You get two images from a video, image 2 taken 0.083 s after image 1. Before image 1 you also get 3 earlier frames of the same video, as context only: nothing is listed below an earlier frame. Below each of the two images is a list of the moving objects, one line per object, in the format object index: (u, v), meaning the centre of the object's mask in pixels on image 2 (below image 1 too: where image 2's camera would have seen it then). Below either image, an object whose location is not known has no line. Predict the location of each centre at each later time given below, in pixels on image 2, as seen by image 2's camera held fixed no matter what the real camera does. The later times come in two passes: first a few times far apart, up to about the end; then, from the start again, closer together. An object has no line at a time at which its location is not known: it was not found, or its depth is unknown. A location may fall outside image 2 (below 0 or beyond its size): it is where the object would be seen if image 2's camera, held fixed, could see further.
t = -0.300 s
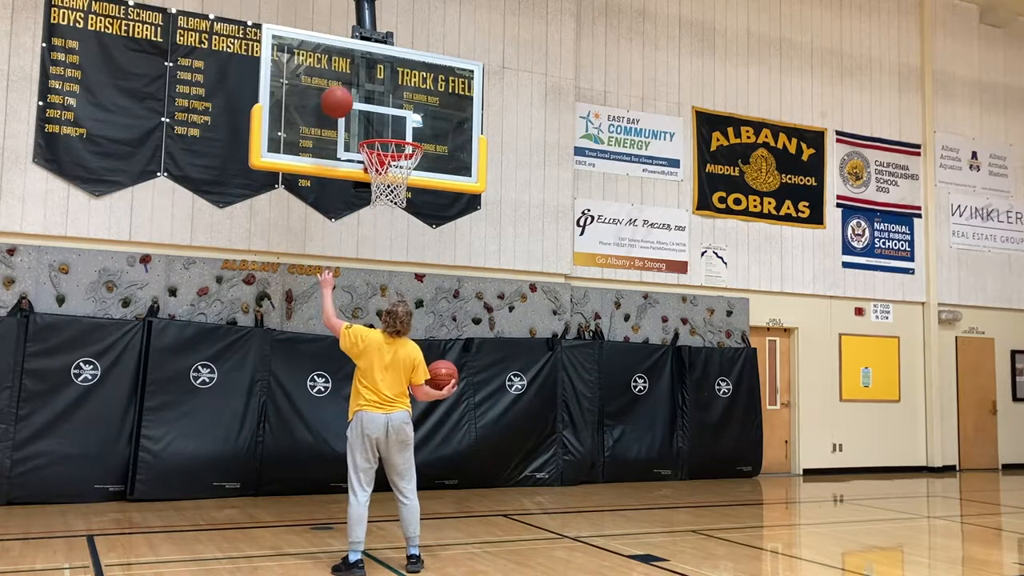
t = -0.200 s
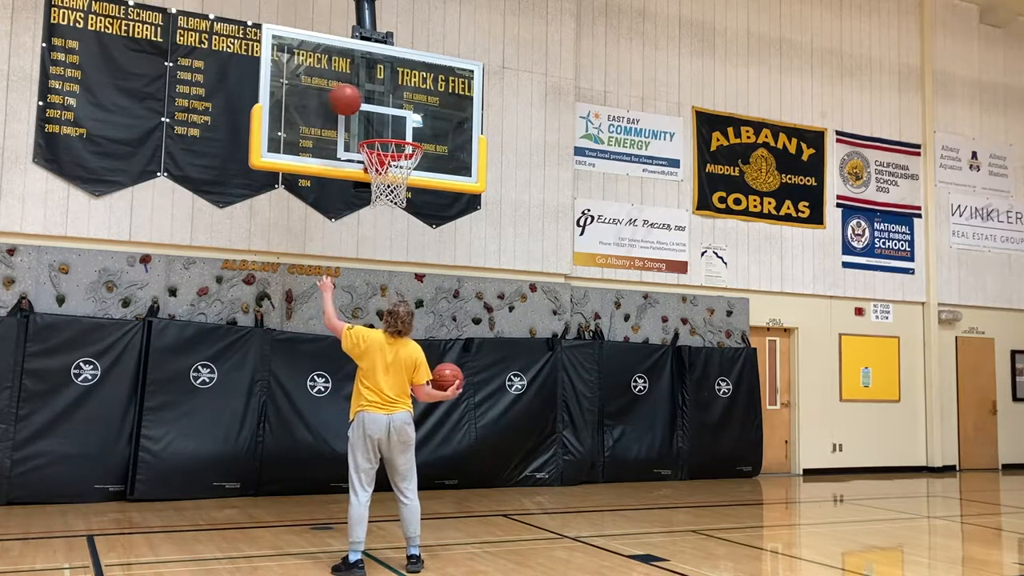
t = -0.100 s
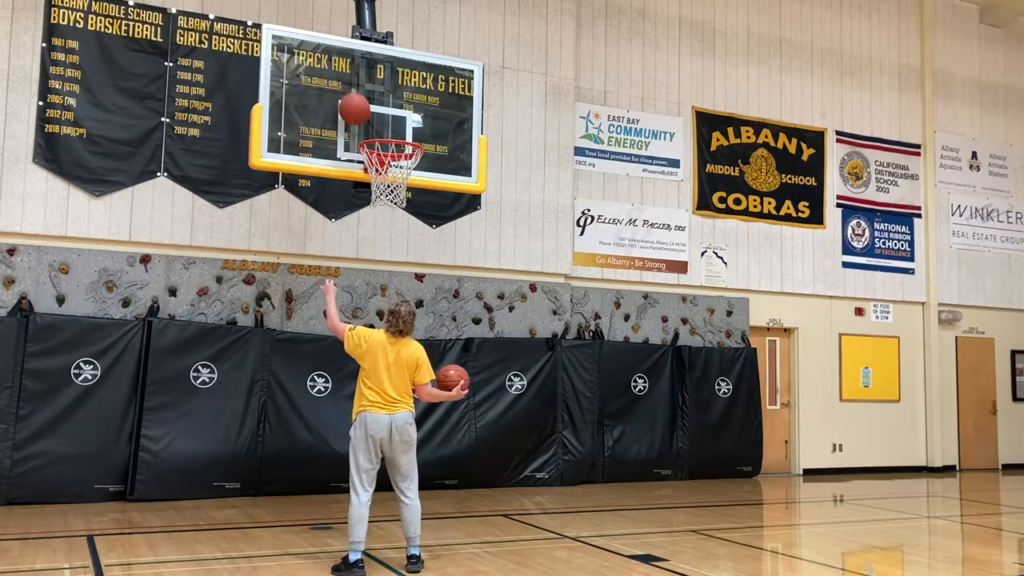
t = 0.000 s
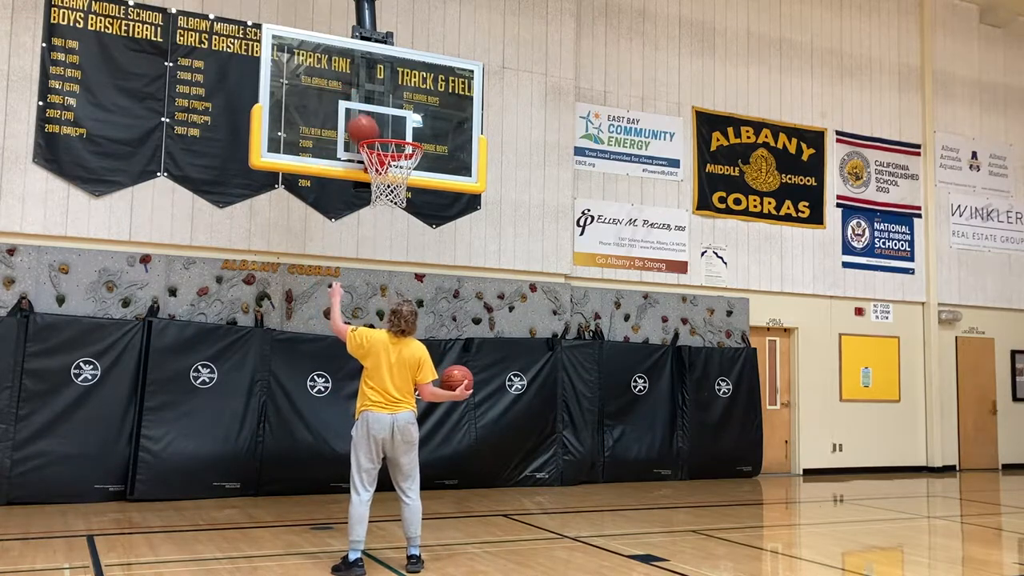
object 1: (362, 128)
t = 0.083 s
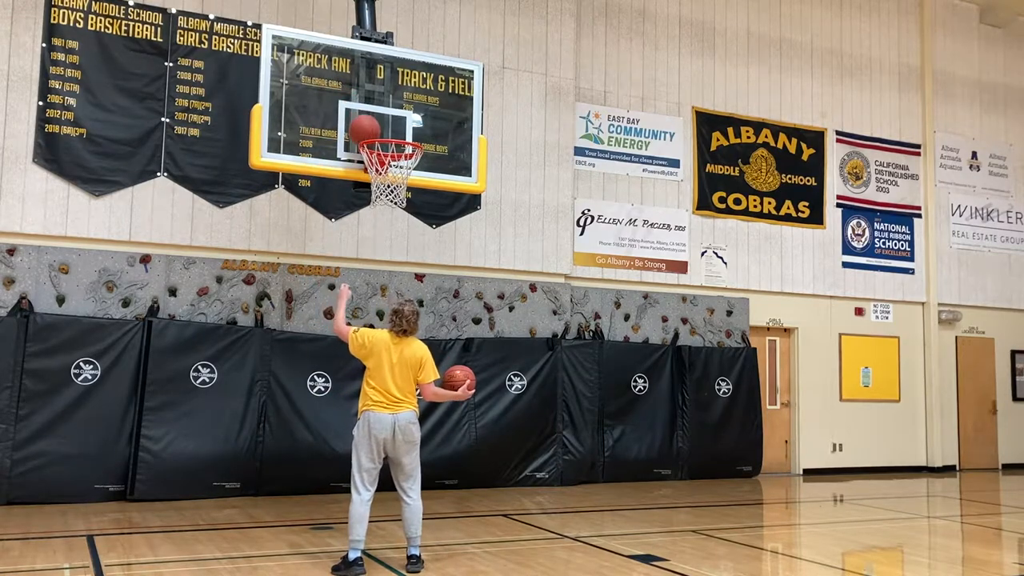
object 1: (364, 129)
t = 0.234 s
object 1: (365, 127)
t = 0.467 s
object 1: (367, 129)
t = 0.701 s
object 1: (370, 129)
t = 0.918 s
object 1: (379, 131)
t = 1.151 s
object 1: (391, 187)
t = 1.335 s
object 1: (393, 267)
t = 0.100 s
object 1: (364, 127)
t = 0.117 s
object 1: (364, 127)
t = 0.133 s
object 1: (365, 126)
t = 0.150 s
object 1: (365, 126)
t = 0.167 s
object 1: (365, 126)
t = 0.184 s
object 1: (365, 126)
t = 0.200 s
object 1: (365, 126)
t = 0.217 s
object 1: (365, 127)
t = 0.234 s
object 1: (365, 127)
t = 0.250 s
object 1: (365, 128)
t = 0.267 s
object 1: (364, 129)
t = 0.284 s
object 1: (365, 130)
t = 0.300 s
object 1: (365, 129)
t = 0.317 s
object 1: (365, 128)
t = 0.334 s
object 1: (366, 127)
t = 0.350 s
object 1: (366, 127)
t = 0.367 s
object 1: (366, 127)
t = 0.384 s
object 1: (366, 127)
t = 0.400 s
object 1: (366, 127)
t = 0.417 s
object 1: (366, 127)
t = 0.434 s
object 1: (366, 127)
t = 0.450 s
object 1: (367, 128)
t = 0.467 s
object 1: (367, 129)
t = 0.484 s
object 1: (366, 130)
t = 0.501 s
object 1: (366, 130)
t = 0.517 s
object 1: (367, 129)
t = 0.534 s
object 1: (367, 128)
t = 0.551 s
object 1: (368, 128)
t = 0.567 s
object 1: (368, 128)
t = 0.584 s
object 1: (368, 128)
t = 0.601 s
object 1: (368, 128)
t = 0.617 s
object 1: (368, 128)
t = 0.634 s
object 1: (368, 129)
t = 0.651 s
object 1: (368, 130)
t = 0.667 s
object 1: (368, 130)
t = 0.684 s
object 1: (369, 129)
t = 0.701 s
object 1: (370, 129)
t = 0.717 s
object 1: (371, 129)
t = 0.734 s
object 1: (371, 129)
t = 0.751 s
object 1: (372, 129)
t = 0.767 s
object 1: (372, 129)
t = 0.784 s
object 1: (372, 129)
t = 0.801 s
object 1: (373, 130)
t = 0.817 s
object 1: (373, 130)
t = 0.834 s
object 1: (374, 130)
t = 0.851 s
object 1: (375, 129)
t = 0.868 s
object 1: (376, 130)
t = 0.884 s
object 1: (377, 130)
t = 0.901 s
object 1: (378, 130)
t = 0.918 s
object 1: (379, 131)
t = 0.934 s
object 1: (379, 131)
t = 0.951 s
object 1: (380, 132)
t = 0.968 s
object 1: (381, 133)
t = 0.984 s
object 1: (382, 134)
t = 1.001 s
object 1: (383, 136)
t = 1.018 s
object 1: (383, 151)
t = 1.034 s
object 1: (384, 156)
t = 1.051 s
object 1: (385, 157)
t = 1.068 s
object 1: (386, 161)
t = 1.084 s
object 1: (387, 166)
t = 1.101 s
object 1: (387, 169)
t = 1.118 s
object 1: (387, 173)
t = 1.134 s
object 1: (390, 179)
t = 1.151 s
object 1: (391, 187)
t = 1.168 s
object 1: (393, 194)
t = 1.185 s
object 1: (394, 203)
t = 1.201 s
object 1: (393, 209)
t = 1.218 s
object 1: (393, 213)
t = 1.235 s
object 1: (392, 219)
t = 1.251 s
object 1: (392, 225)
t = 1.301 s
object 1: (393, 249)
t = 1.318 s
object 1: (393, 257)
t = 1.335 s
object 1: (393, 267)
